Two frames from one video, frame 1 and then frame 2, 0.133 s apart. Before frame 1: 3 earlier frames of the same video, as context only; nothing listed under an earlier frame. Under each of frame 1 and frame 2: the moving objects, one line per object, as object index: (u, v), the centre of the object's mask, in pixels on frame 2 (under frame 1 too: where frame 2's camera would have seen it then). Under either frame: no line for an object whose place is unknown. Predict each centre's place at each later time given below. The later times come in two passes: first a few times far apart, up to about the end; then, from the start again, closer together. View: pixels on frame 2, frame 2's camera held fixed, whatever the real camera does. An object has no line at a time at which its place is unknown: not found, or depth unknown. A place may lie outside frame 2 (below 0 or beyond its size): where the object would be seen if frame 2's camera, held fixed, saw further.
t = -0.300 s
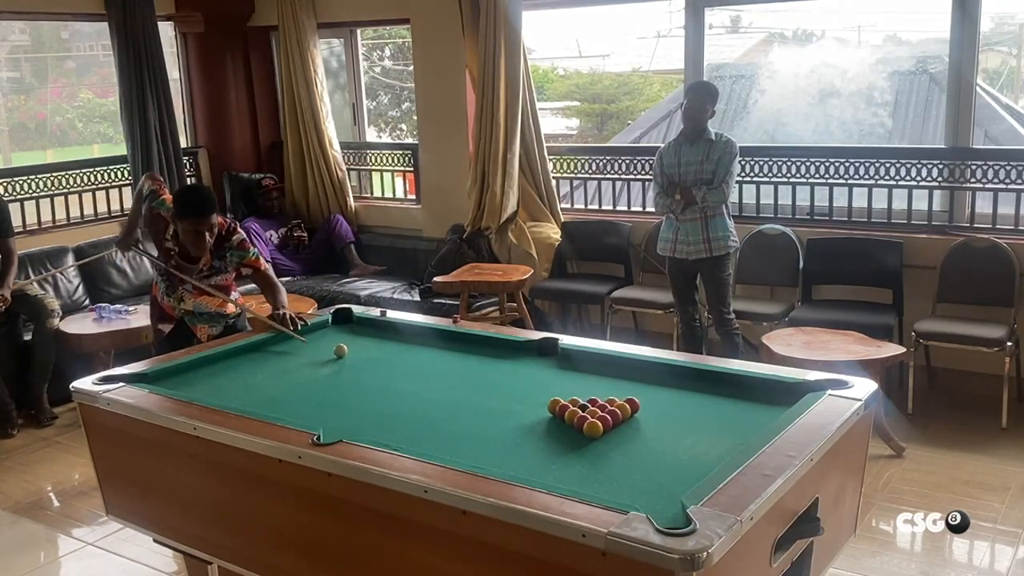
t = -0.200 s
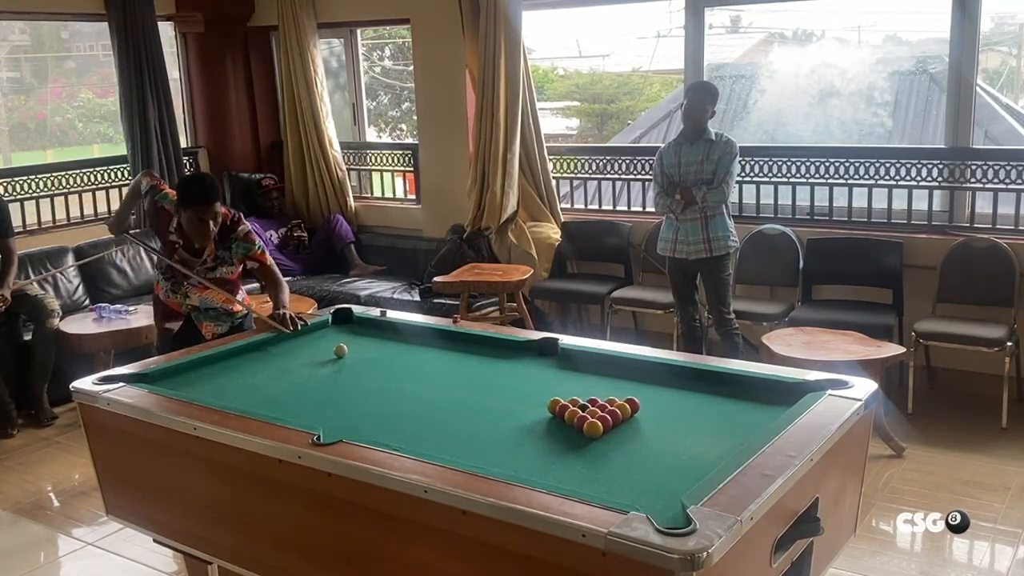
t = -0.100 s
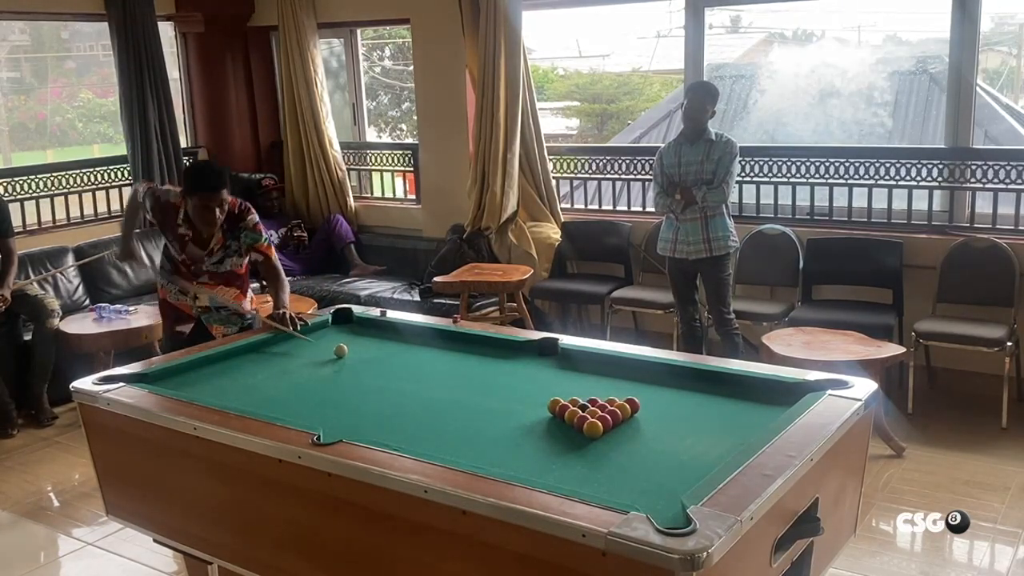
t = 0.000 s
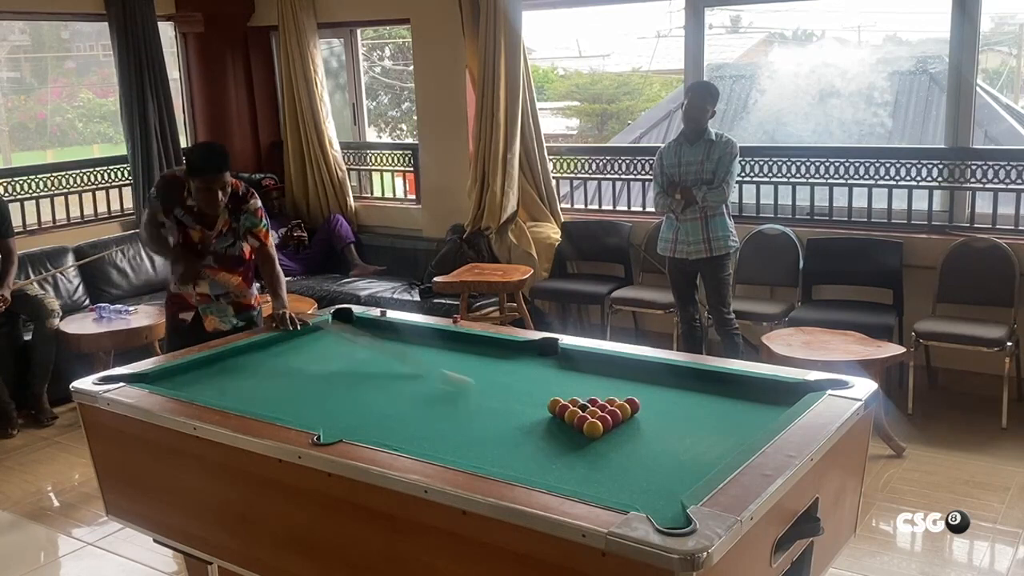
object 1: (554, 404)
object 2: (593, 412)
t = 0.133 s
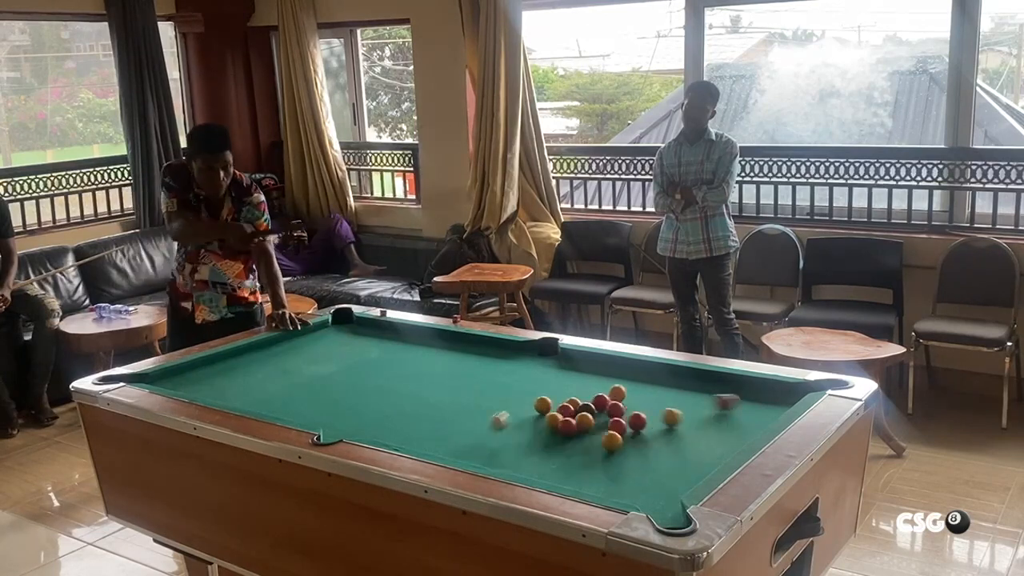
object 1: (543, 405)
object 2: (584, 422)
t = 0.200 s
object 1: (533, 404)
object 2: (577, 426)
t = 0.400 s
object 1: (505, 402)
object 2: (558, 436)
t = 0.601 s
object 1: (479, 399)
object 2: (539, 437)
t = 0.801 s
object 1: (454, 398)
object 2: (521, 436)
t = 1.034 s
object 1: (428, 396)
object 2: (502, 436)
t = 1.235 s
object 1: (408, 394)
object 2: (488, 435)
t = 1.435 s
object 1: (389, 393)
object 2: (475, 436)
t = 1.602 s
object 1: (374, 392)
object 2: (465, 436)
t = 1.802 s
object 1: (359, 391)
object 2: (454, 436)
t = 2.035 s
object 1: (343, 389)
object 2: (444, 436)
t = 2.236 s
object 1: (330, 388)
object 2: (436, 436)
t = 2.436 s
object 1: (320, 388)
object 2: (430, 437)
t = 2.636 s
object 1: (310, 387)
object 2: (426, 437)
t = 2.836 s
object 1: (303, 387)
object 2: (423, 437)
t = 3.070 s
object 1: (296, 387)
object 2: (423, 437)
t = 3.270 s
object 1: (291, 387)
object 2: (423, 437)
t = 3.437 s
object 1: (289, 387)
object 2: (423, 437)
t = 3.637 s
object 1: (287, 387)
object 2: (423, 437)
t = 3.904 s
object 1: (286, 387)
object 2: (422, 436)
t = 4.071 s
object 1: (287, 387)
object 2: (422, 435)
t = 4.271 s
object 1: (286, 387)
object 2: (422, 434)
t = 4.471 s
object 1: (287, 387)
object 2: (423, 434)
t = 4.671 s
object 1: (287, 387)
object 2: (423, 434)
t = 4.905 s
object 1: (287, 387)
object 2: (424, 434)
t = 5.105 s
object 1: (286, 387)
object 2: (424, 435)
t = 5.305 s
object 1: (287, 387)
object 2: (424, 435)
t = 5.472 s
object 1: (287, 387)
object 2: (424, 435)
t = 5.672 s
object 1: (287, 387)
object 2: (424, 435)
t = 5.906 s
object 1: (287, 387)
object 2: (424, 435)
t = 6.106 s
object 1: (287, 387)
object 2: (424, 435)
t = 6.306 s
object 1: (287, 387)
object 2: (424, 435)
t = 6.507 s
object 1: (287, 387)
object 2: (424, 435)
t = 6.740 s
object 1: (287, 387)
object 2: (424, 435)
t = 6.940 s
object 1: (287, 387)
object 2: (424, 435)
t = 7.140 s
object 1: (287, 387)
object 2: (424, 435)
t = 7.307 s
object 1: (286, 387)
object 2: (424, 435)
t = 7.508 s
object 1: (286, 387)
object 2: (424, 435)
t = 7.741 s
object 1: (286, 387)
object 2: (424, 435)
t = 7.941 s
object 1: (286, 387)
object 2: (424, 435)
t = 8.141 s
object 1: (287, 387)
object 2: (424, 435)
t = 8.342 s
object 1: (287, 387)
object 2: (424, 435)
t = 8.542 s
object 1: (287, 387)
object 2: (424, 435)
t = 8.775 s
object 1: (286, 387)
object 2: (424, 435)
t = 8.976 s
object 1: (286, 387)
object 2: (424, 435)
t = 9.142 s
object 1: (286, 387)
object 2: (424, 435)
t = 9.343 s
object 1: (286, 387)
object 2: (424, 435)
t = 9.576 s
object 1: (286, 387)
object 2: (424, 435)
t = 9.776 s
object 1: (286, 387)
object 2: (424, 435)
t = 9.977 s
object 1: (286, 387)
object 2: (424, 435)
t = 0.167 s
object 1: (538, 405)
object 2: (580, 424)
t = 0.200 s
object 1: (533, 404)
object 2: (577, 426)
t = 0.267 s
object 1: (523, 403)
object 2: (571, 429)
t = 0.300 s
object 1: (519, 403)
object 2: (568, 431)
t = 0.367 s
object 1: (509, 402)
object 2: (561, 434)
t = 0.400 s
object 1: (505, 402)
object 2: (558, 436)
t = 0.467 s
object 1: (496, 401)
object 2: (551, 437)
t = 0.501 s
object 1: (492, 401)
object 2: (548, 437)
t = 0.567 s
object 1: (483, 400)
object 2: (542, 437)
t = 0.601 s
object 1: (479, 399)
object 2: (539, 437)
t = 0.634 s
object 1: (474, 399)
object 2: (536, 437)
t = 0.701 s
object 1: (466, 399)
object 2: (530, 436)
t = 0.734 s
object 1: (462, 398)
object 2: (527, 436)
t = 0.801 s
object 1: (454, 398)
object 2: (521, 436)
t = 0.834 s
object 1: (450, 397)
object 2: (518, 436)
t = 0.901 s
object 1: (443, 397)
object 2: (513, 436)
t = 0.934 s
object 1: (439, 396)
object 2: (510, 436)
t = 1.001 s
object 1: (432, 396)
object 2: (505, 436)
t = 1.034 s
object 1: (428, 396)
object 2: (502, 436)
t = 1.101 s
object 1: (421, 395)
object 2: (497, 436)
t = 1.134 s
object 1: (418, 395)
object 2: (495, 436)
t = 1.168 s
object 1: (414, 394)
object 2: (492, 436)
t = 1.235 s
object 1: (408, 394)
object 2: (488, 435)
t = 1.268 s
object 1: (404, 394)
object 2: (485, 436)
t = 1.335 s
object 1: (398, 393)
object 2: (481, 436)
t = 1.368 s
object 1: (395, 393)
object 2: (479, 436)
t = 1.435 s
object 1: (389, 393)
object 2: (475, 436)
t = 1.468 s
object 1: (386, 392)
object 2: (473, 436)
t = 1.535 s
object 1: (380, 392)
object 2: (469, 436)
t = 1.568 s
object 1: (377, 392)
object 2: (466, 436)
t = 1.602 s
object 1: (374, 392)
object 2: (465, 436)
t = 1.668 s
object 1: (369, 391)
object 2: (461, 436)
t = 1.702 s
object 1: (367, 391)
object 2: (459, 436)
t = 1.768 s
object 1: (361, 391)
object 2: (456, 436)
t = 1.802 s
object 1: (359, 391)
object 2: (454, 436)
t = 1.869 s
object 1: (354, 390)
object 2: (451, 436)
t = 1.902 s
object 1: (351, 390)
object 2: (449, 436)
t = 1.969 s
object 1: (347, 390)
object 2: (446, 436)
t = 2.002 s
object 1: (345, 390)
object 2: (445, 436)
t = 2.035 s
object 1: (343, 389)
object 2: (444, 436)
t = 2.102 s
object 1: (338, 389)
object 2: (441, 436)
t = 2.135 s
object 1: (336, 389)
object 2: (440, 436)
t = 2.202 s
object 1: (332, 388)
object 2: (437, 436)
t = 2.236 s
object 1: (330, 388)
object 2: (436, 436)
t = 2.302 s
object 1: (327, 388)
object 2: (434, 436)
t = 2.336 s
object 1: (325, 388)
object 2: (433, 436)
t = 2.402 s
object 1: (321, 388)
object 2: (431, 436)
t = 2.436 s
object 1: (320, 388)
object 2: (430, 437)
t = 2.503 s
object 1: (317, 387)
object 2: (428, 437)
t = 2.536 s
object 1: (315, 387)
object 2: (428, 437)
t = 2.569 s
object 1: (313, 387)
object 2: (427, 437)
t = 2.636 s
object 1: (310, 387)
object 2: (426, 437)
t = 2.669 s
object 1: (309, 387)
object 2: (425, 437)
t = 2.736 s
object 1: (306, 387)
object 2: (424, 437)
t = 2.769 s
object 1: (305, 387)
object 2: (424, 437)
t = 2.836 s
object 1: (303, 387)
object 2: (423, 437)
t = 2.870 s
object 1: (302, 387)
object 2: (423, 437)
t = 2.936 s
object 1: (300, 387)
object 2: (423, 437)
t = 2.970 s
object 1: (298, 387)
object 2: (423, 437)
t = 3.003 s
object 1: (298, 387)
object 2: (423, 437)
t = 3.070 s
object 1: (296, 387)
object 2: (423, 437)
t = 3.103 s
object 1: (295, 387)
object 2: (423, 437)
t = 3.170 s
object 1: (293, 387)
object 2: (423, 437)
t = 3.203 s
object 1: (293, 387)
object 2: (423, 437)
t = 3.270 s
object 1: (291, 387)
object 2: (423, 437)
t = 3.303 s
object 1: (290, 387)
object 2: (423, 437)
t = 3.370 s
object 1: (289, 387)
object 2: (423, 437)
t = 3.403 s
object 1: (289, 387)
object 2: (423, 437)
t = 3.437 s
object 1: (289, 387)
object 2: (423, 437)
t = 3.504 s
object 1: (288, 387)
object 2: (423, 437)
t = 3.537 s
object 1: (288, 387)
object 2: (423, 437)
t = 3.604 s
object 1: (287, 387)
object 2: (423, 437)
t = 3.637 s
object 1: (287, 387)
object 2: (423, 437)
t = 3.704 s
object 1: (287, 387)
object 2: (423, 437)
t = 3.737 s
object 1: (286, 387)
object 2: (423, 437)
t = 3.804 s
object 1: (287, 387)
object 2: (422, 437)
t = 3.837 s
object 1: (287, 387)
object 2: (422, 437)
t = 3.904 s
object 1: (286, 387)
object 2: (422, 436)
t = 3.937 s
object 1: (287, 387)
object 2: (422, 436)
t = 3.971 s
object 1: (287, 387)
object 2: (422, 436)
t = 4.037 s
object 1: (287, 387)
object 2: (422, 435)
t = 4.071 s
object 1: (287, 387)
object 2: (422, 435)
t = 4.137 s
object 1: (287, 387)
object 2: (422, 434)
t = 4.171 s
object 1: (287, 387)
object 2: (422, 434)
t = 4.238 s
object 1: (286, 387)
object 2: (422, 434)
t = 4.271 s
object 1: (286, 387)
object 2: (422, 434)
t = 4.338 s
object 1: (287, 387)
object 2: (423, 434)
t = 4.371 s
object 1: (286, 387)
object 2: (423, 434)
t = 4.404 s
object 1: (287, 387)
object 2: (423, 434)
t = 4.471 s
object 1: (287, 387)
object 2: (423, 434)
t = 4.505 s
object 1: (286, 387)
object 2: (423, 434)
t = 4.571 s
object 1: (287, 387)
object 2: (423, 434)
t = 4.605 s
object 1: (287, 387)
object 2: (423, 434)
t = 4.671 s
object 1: (287, 387)
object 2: (423, 434)
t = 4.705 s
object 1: (287, 387)
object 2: (424, 434)
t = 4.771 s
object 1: (287, 387)
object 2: (423, 434)
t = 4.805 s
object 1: (287, 387)
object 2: (424, 435)
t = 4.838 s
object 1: (286, 387)
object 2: (424, 434)
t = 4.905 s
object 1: (287, 387)
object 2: (424, 434)
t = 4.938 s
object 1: (287, 387)
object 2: (424, 435)
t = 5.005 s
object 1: (287, 387)
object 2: (424, 434)
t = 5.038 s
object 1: (287, 387)
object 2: (424, 435)
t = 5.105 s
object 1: (286, 387)
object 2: (424, 435)
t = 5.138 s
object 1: (287, 387)
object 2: (424, 435)
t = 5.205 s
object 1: (287, 387)
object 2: (424, 435)
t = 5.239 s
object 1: (287, 387)
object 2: (424, 435)
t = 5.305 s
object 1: (287, 387)
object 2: (424, 435)
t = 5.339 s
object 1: (287, 387)
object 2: (424, 435)
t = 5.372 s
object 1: (287, 387)
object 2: (424, 435)
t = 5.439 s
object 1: (287, 387)
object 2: (424, 435)
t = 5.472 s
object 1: (287, 387)
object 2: (424, 435)
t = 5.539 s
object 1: (287, 387)
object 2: (424, 435)
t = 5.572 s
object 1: (287, 387)
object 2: (424, 435)
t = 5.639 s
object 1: (287, 387)
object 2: (424, 435)
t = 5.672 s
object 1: (287, 387)
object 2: (424, 435)
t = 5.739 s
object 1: (287, 387)
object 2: (424, 435)
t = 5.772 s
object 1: (287, 387)
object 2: (424, 435)
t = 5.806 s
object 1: (287, 387)
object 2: (424, 435)
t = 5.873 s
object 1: (287, 387)
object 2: (424, 435)
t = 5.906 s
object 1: (287, 387)
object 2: (424, 435)
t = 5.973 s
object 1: (287, 387)
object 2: (424, 435)
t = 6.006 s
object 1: (287, 387)
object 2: (424, 435)
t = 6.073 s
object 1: (287, 387)
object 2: (424, 435)
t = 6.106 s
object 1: (287, 387)
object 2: (424, 435)
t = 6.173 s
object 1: (287, 387)
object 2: (424, 435)
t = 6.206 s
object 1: (287, 387)
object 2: (424, 435)
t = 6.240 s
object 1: (287, 387)
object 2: (424, 435)
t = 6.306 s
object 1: (287, 387)
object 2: (424, 435)
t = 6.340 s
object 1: (287, 387)
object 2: (424, 435)
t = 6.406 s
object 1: (287, 387)
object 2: (424, 435)
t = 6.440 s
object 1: (287, 387)
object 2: (424, 435)
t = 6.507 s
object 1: (287, 387)
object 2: (424, 435)
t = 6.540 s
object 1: (287, 387)
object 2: (424, 435)
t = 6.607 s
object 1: (287, 387)
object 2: (424, 435)
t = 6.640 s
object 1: (287, 387)
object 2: (424, 435)
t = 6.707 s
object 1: (287, 387)
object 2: (424, 435)
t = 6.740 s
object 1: (287, 387)
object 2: (424, 435)
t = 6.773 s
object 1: (287, 387)
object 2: (424, 435)
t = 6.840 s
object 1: (287, 387)
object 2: (424, 435)
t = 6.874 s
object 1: (287, 387)
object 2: (424, 435)
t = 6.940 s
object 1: (287, 387)
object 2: (424, 435)
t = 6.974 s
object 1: (287, 387)
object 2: (424, 435)
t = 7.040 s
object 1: (287, 387)
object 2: (424, 435)
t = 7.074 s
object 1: (287, 387)
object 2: (424, 435)
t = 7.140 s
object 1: (287, 387)
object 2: (424, 435)
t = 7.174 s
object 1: (287, 387)
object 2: (424, 435)
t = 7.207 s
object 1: (286, 387)
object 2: (423, 435)
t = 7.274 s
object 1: (286, 387)
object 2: (424, 435)
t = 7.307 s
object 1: (286, 387)
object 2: (424, 435)
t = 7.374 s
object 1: (286, 387)
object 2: (424, 435)
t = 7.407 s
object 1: (286, 387)
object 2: (424, 435)
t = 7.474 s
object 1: (286, 387)
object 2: (424, 435)
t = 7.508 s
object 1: (286, 387)
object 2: (424, 435)
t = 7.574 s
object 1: (286, 387)
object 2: (424, 435)
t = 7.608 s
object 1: (286, 387)
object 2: (424, 435)
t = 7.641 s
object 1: (286, 387)
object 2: (424, 435)
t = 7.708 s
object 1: (286, 387)
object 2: (424, 435)
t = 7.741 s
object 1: (286, 387)
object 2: (424, 435)
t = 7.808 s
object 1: (286, 387)
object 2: (424, 435)
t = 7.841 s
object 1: (286, 387)
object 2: (424, 435)
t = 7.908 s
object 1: (286, 387)
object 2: (424, 435)
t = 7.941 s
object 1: (286, 387)
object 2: (424, 435)
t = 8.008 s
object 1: (287, 387)
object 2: (424, 435)
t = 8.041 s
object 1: (287, 387)
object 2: (424, 435)
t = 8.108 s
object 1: (287, 387)
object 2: (424, 435)
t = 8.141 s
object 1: (287, 387)
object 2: (424, 435)
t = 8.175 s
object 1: (287, 387)
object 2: (424, 435)
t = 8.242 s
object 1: (287, 387)
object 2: (424, 435)
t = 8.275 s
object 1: (287, 387)
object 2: (424, 435)
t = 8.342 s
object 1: (287, 387)
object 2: (424, 435)
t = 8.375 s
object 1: (286, 387)
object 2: (424, 435)
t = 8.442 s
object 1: (287, 387)
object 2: (424, 435)
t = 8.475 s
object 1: (287, 387)
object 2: (424, 435)
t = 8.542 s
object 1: (287, 387)
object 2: (424, 435)
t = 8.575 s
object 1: (287, 387)
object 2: (424, 435)
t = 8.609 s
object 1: (287, 387)
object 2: (424, 435)
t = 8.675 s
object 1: (287, 387)
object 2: (424, 435)
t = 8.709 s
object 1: (287, 387)
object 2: (424, 435)
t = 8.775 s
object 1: (286, 387)
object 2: (424, 435)
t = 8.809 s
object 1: (287, 387)
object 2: (424, 435)
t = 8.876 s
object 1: (287, 387)
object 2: (424, 435)
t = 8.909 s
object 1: (287, 387)
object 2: (424, 435)
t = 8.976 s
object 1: (286, 387)
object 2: (424, 435)
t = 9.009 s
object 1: (286, 387)
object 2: (424, 435)
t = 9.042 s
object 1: (287, 387)
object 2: (424, 435)
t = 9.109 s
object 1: (286, 387)
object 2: (424, 435)
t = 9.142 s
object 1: (286, 387)
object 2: (424, 435)
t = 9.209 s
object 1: (286, 387)
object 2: (424, 435)
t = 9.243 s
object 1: (286, 387)
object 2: (424, 435)
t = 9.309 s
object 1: (286, 387)
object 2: (424, 435)
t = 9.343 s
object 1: (286, 387)
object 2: (424, 435)
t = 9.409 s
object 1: (286, 387)
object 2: (424, 435)
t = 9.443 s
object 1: (286, 387)
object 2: (424, 435)
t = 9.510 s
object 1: (286, 387)
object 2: (424, 435)
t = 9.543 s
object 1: (286, 387)
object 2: (424, 435)
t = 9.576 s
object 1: (286, 387)
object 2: (424, 435)
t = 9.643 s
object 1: (286, 387)
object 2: (424, 435)
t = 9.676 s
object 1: (286, 387)
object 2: (424, 435)
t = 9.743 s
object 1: (286, 387)
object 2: (424, 435)
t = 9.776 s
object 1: (286, 387)
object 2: (424, 435)
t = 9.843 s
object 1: (286, 387)
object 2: (424, 435)
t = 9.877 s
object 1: (286, 387)
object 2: (424, 435)
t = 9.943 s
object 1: (286, 387)
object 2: (424, 435)
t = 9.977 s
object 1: (286, 387)
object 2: (424, 435)
